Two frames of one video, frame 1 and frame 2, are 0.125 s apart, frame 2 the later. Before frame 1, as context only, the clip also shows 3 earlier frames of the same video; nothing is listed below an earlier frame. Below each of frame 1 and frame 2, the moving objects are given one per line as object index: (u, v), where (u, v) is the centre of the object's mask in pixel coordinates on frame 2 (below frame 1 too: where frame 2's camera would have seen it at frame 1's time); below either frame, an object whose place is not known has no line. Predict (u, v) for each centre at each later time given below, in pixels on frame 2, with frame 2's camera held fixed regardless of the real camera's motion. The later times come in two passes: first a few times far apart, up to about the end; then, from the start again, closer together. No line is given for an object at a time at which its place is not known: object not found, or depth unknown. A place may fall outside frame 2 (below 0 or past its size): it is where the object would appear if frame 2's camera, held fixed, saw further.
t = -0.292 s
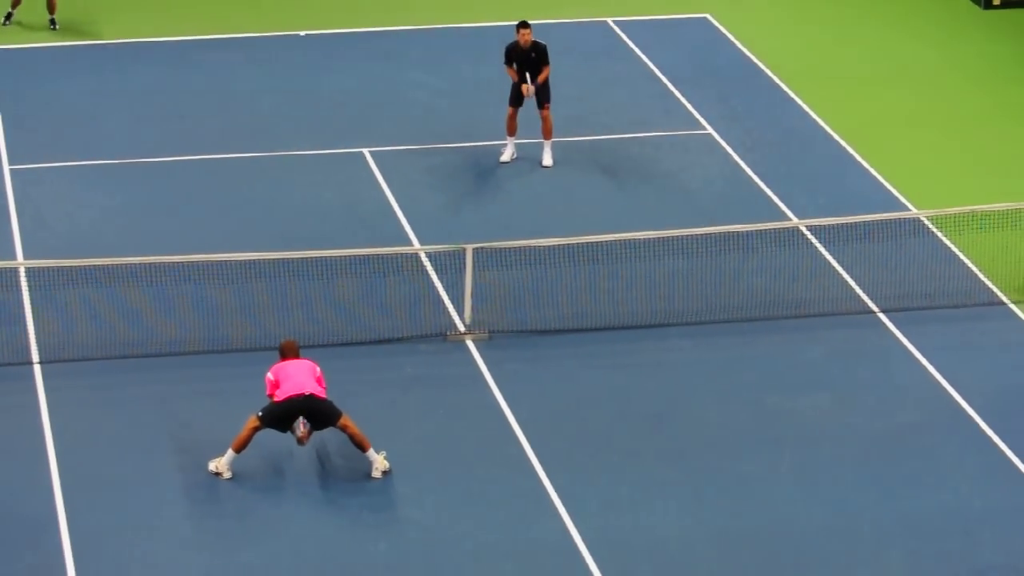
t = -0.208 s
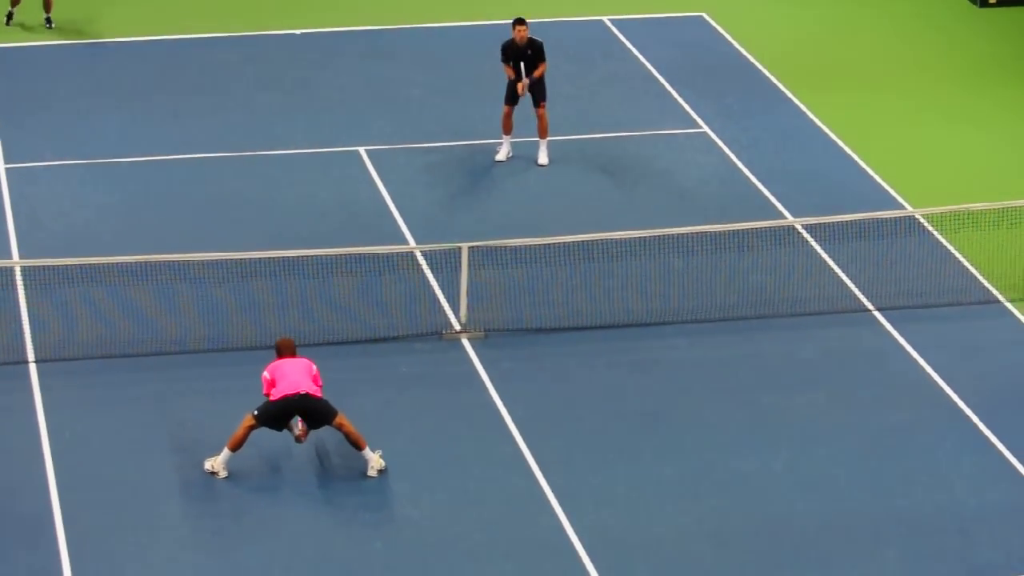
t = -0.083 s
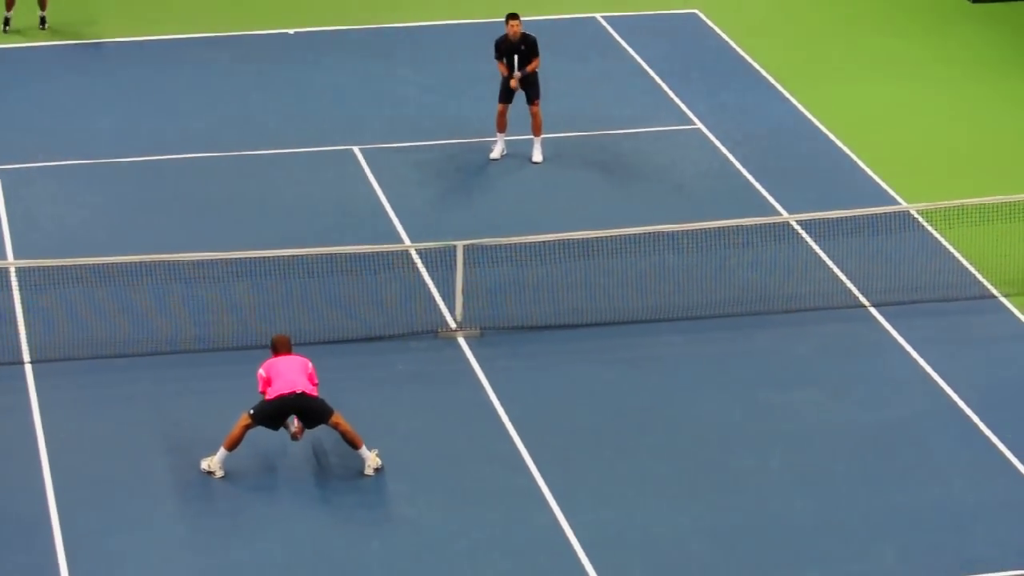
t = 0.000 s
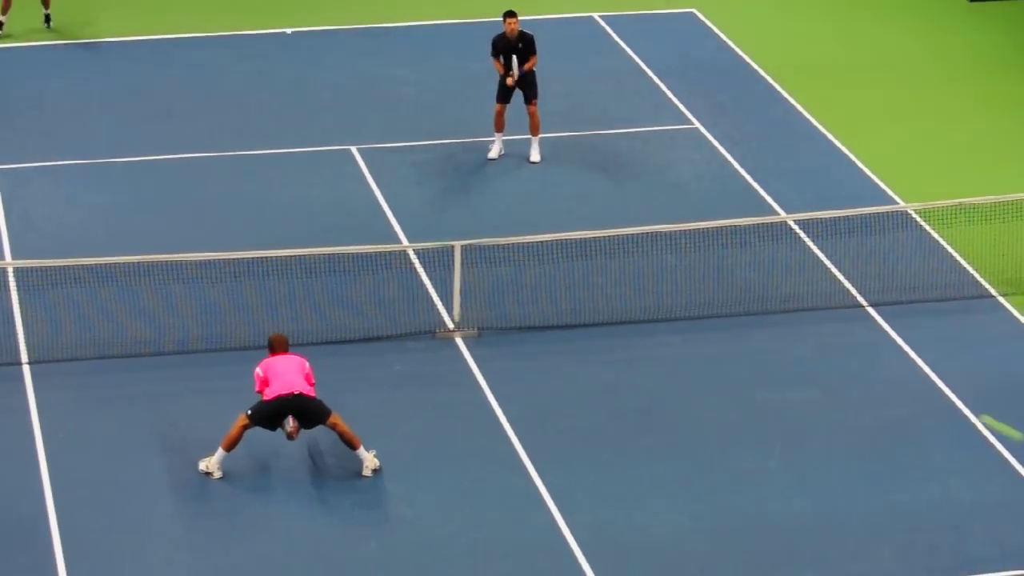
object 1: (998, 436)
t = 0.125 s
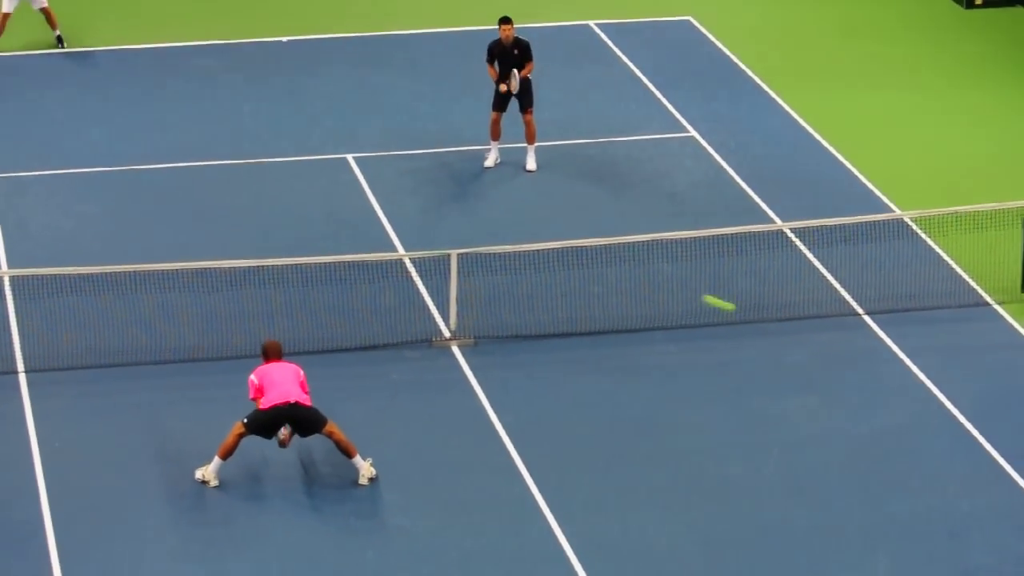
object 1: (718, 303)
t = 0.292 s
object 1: (455, 216)
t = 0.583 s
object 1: (174, 130)
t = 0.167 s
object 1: (643, 273)
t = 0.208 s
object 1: (577, 251)
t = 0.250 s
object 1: (513, 231)
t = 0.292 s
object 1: (455, 216)
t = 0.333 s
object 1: (403, 205)
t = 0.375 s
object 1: (353, 197)
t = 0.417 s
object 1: (308, 192)
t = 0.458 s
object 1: (267, 189)
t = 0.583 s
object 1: (174, 130)
